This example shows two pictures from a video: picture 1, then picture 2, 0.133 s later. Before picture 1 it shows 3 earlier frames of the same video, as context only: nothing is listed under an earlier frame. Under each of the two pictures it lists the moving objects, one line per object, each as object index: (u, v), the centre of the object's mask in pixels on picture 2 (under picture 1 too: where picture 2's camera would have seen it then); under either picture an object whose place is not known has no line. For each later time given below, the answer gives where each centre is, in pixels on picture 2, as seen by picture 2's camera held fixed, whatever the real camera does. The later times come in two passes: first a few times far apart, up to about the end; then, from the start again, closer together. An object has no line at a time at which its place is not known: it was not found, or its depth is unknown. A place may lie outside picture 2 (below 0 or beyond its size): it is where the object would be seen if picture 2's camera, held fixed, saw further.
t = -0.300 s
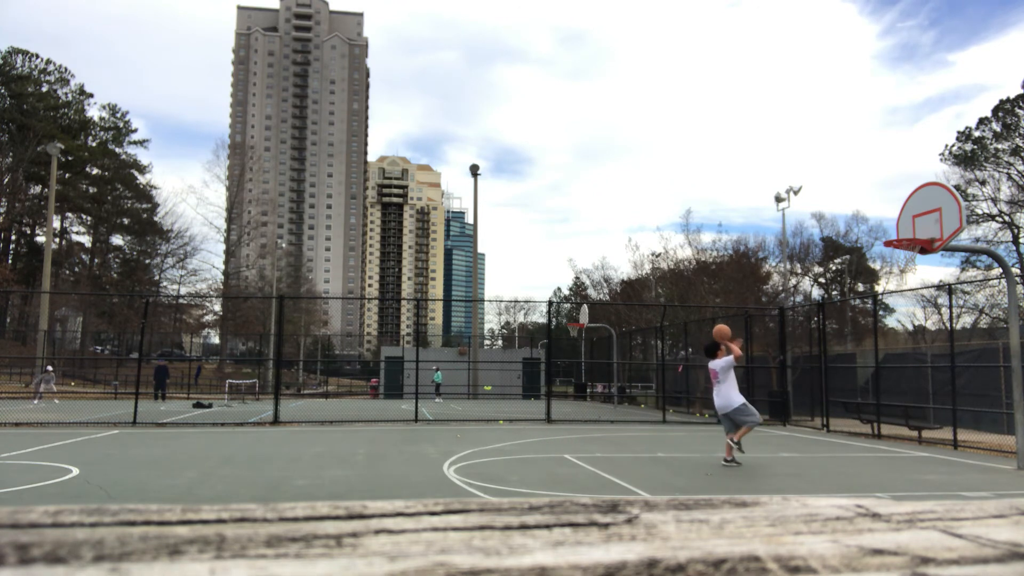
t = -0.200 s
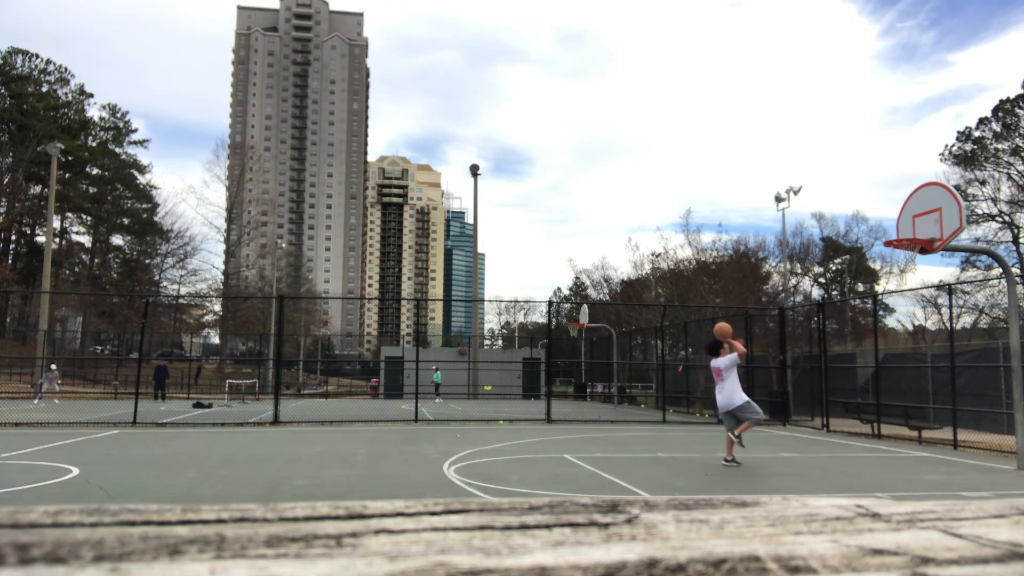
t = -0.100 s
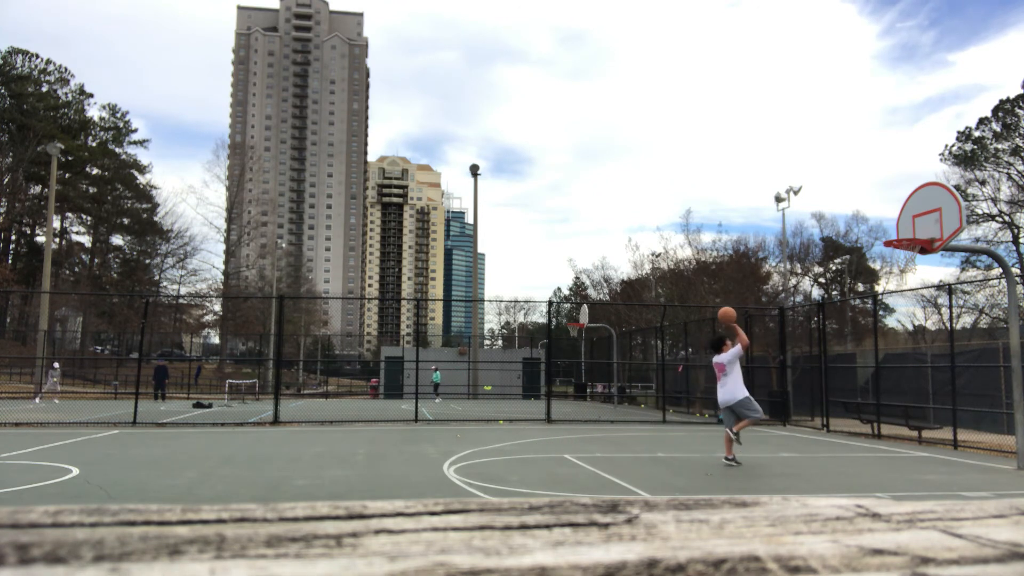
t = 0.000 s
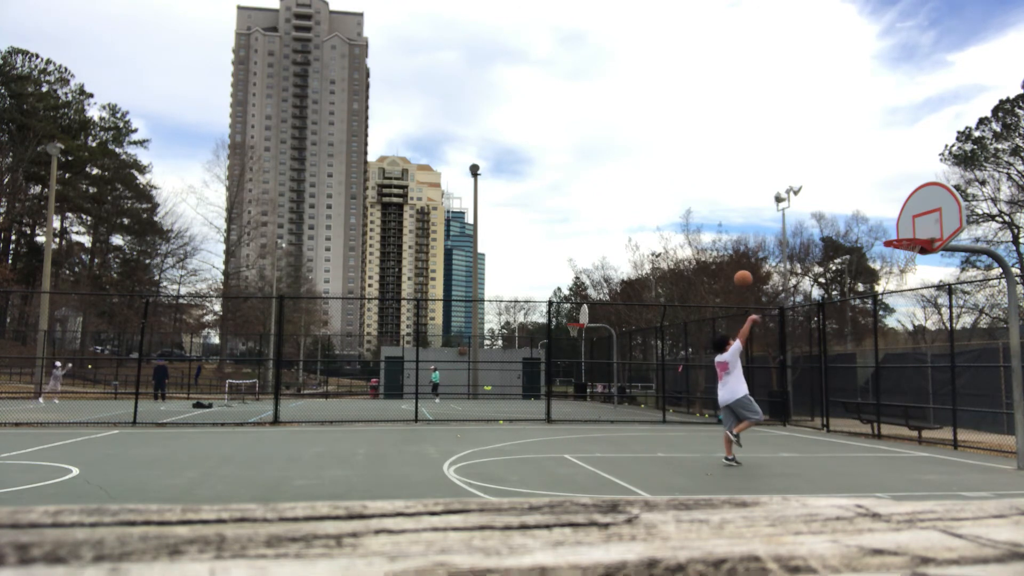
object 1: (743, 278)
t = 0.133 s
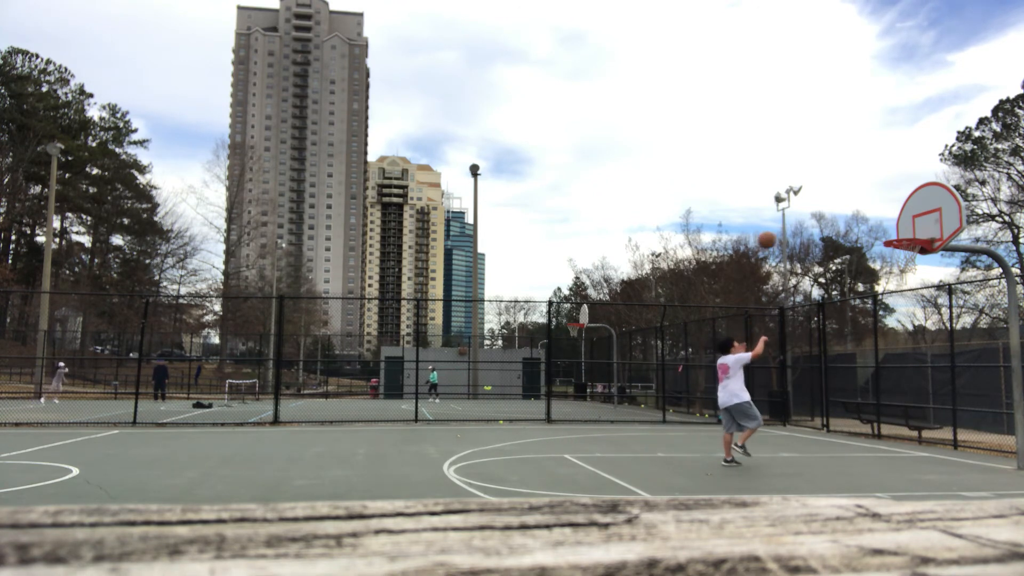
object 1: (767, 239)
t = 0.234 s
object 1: (785, 218)
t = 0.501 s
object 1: (831, 197)
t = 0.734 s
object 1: (872, 218)
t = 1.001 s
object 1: (906, 223)
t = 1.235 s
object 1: (913, 232)
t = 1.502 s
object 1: (894, 266)
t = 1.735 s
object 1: (879, 333)
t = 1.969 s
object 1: (866, 440)
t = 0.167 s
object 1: (773, 232)
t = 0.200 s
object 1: (778, 225)
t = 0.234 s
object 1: (785, 218)
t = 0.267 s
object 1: (790, 213)
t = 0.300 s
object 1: (796, 208)
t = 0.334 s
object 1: (802, 204)
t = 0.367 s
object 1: (808, 201)
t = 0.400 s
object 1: (813, 199)
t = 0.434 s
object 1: (819, 197)
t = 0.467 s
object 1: (825, 197)
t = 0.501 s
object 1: (831, 197)
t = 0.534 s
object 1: (837, 197)
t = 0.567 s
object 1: (843, 199)
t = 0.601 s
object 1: (849, 201)
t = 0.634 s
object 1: (855, 204)
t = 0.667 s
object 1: (860, 208)
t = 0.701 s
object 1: (866, 213)
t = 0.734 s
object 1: (872, 218)
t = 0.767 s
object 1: (878, 224)
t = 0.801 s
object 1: (884, 231)
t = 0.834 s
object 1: (888, 231)
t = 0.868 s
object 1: (891, 228)
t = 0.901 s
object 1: (895, 225)
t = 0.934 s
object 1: (899, 223)
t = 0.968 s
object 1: (903, 223)
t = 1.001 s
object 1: (906, 223)
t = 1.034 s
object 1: (910, 223)
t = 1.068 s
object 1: (914, 225)
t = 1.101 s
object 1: (917, 227)
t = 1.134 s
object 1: (920, 230)
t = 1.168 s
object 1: (917, 230)
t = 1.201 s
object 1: (915, 232)
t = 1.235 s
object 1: (913, 232)
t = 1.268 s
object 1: (910, 233)
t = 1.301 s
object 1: (908, 234)
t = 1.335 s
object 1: (906, 235)
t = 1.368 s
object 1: (902, 248)
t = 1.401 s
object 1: (902, 249)
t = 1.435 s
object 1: (899, 253)
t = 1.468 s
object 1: (896, 259)
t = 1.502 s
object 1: (894, 266)
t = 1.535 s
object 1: (891, 273)
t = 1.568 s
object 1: (889, 281)
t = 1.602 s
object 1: (887, 290)
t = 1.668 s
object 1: (883, 310)
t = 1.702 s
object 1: (880, 321)
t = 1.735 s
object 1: (879, 333)
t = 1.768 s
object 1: (877, 346)
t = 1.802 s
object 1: (875, 359)
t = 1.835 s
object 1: (873, 374)
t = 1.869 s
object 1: (871, 389)
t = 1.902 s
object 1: (869, 405)
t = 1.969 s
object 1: (866, 440)
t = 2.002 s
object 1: (864, 459)
